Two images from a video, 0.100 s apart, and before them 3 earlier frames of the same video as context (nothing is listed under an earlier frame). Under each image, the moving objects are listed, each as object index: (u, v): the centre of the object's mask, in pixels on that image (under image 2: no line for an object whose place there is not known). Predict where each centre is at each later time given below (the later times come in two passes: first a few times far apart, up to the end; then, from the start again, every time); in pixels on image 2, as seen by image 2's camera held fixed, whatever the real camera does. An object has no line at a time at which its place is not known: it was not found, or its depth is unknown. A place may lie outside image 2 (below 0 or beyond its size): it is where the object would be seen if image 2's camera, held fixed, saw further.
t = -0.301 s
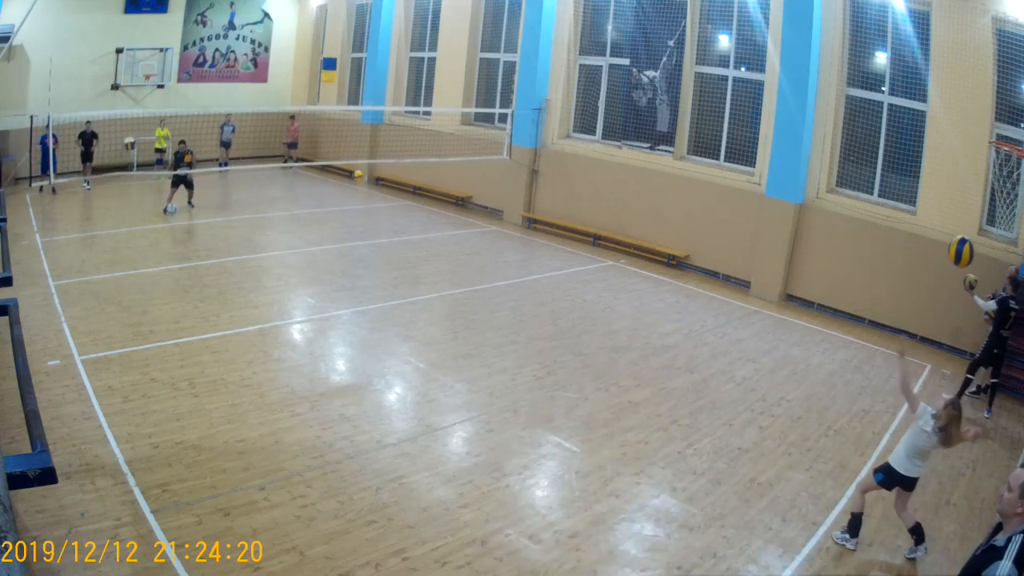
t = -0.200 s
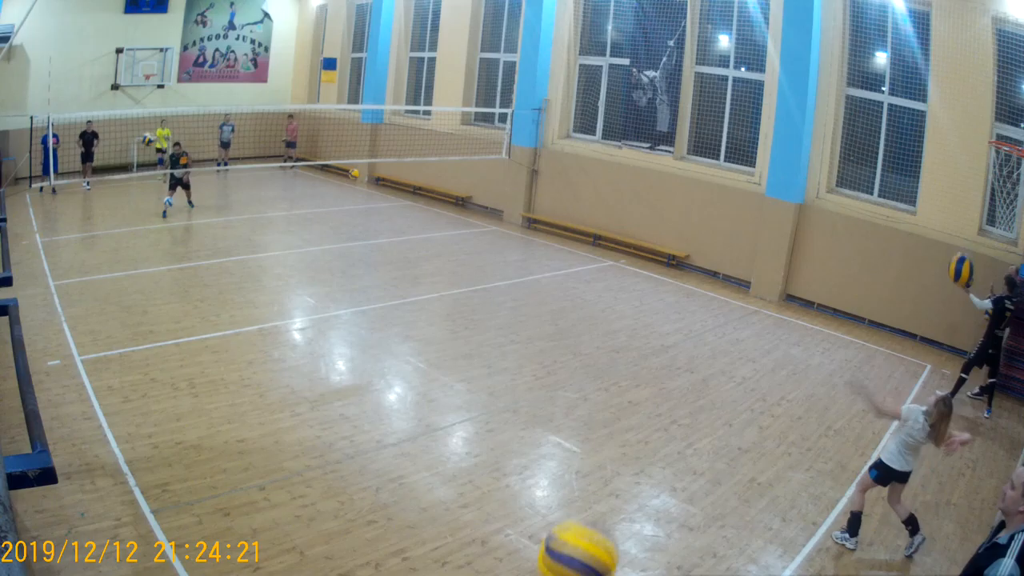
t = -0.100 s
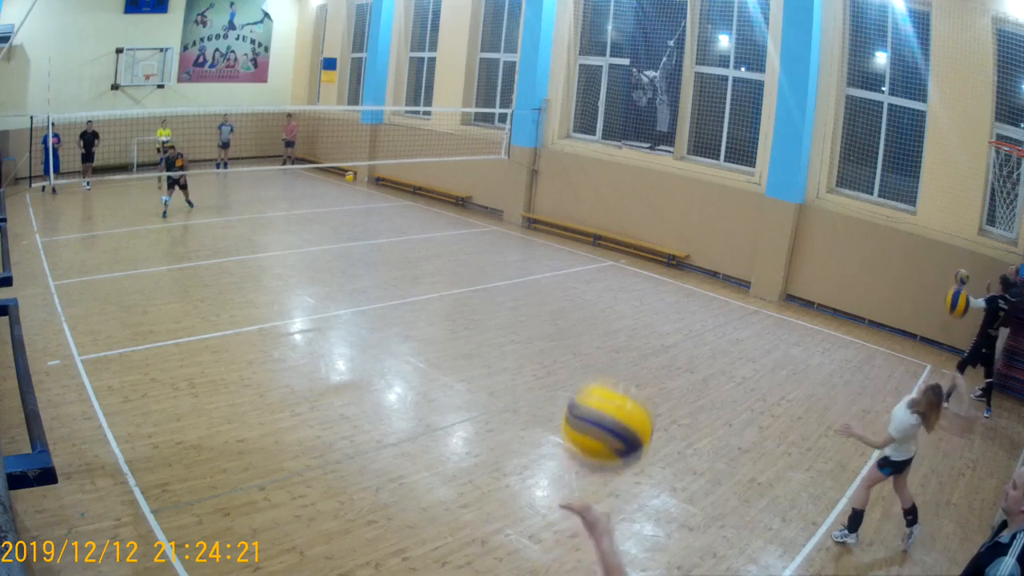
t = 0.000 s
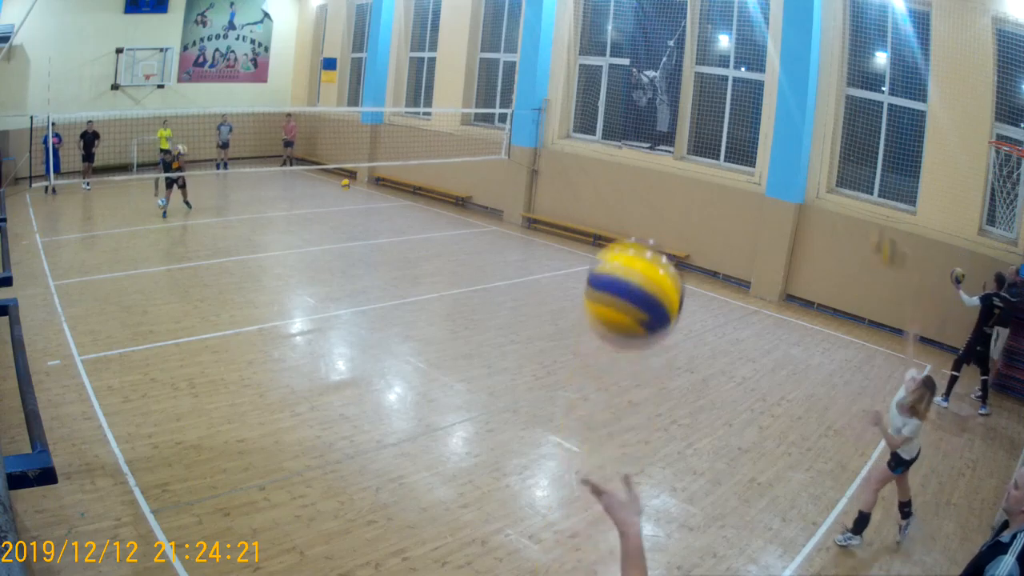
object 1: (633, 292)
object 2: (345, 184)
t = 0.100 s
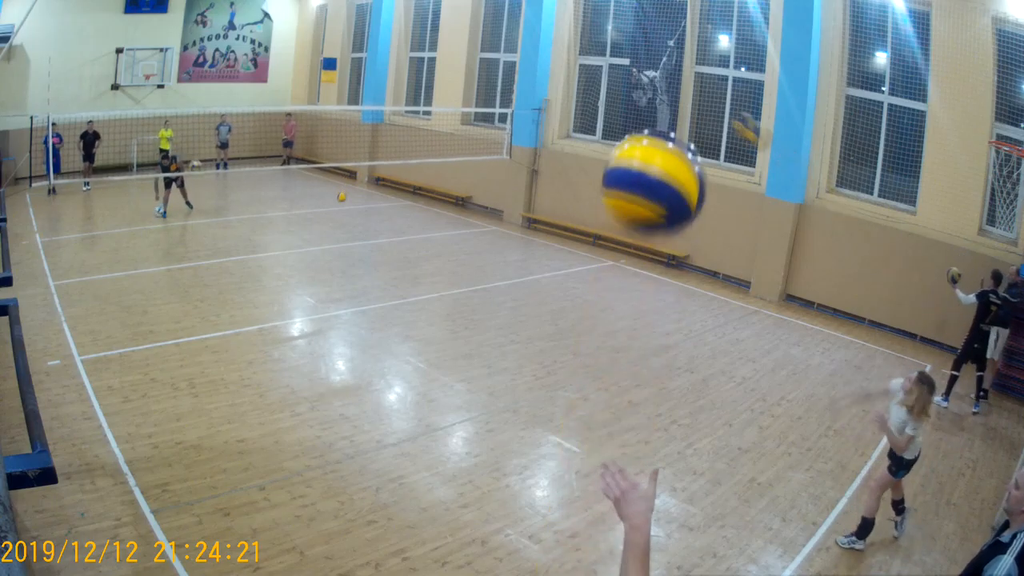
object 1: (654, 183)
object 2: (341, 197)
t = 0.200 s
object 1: (667, 113)
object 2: (337, 213)
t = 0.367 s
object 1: (680, 93)
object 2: (333, 192)
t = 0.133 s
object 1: (659, 155)
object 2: (340, 201)
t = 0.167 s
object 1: (663, 128)
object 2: (338, 207)
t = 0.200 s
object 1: (667, 113)
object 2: (337, 213)
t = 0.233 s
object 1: (671, 98)
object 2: (336, 208)
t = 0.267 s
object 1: (674, 89)
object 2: (336, 203)
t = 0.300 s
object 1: (677, 85)
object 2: (335, 199)
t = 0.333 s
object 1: (679, 86)
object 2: (334, 195)
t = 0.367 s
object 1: (680, 93)
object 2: (333, 192)
